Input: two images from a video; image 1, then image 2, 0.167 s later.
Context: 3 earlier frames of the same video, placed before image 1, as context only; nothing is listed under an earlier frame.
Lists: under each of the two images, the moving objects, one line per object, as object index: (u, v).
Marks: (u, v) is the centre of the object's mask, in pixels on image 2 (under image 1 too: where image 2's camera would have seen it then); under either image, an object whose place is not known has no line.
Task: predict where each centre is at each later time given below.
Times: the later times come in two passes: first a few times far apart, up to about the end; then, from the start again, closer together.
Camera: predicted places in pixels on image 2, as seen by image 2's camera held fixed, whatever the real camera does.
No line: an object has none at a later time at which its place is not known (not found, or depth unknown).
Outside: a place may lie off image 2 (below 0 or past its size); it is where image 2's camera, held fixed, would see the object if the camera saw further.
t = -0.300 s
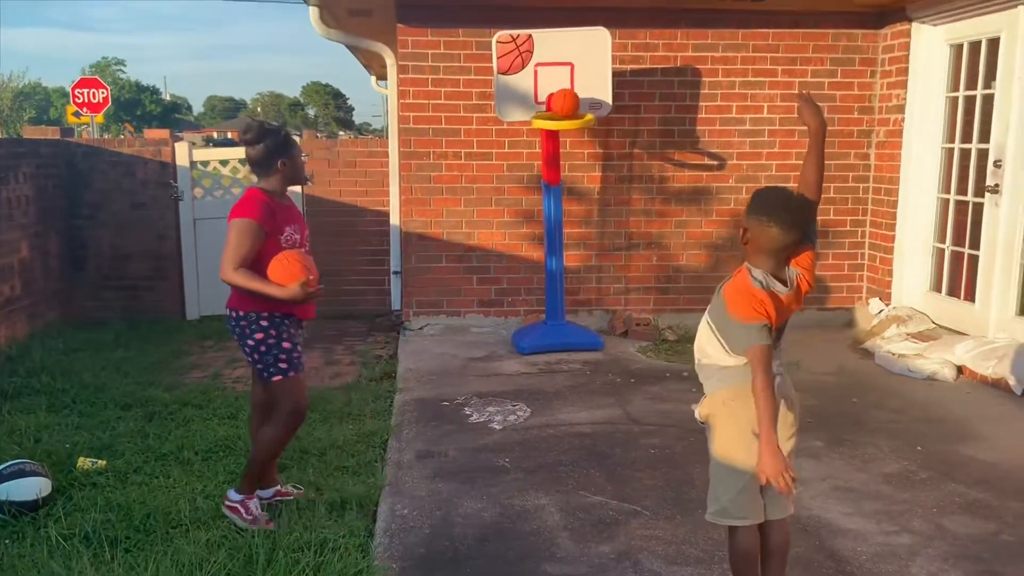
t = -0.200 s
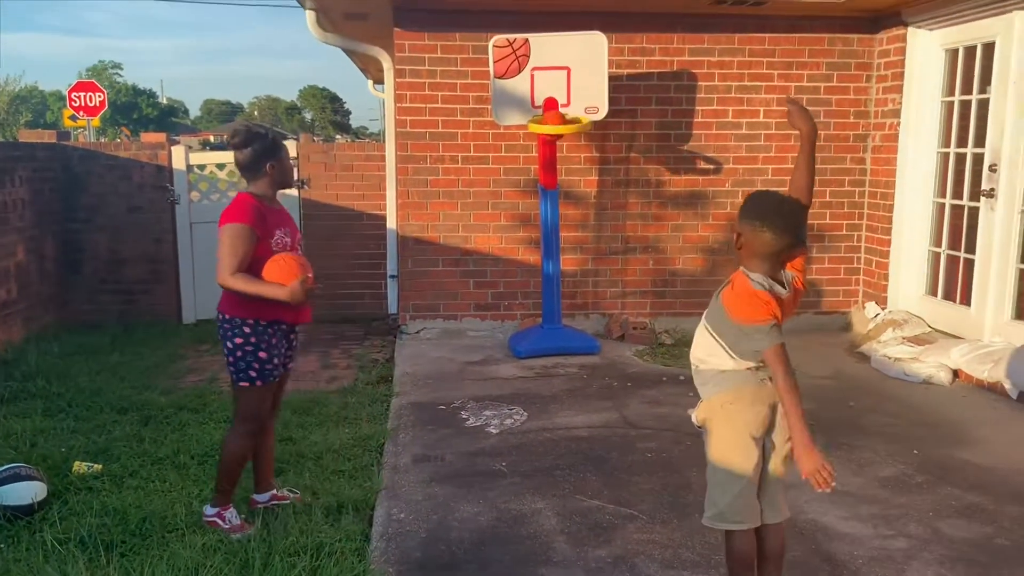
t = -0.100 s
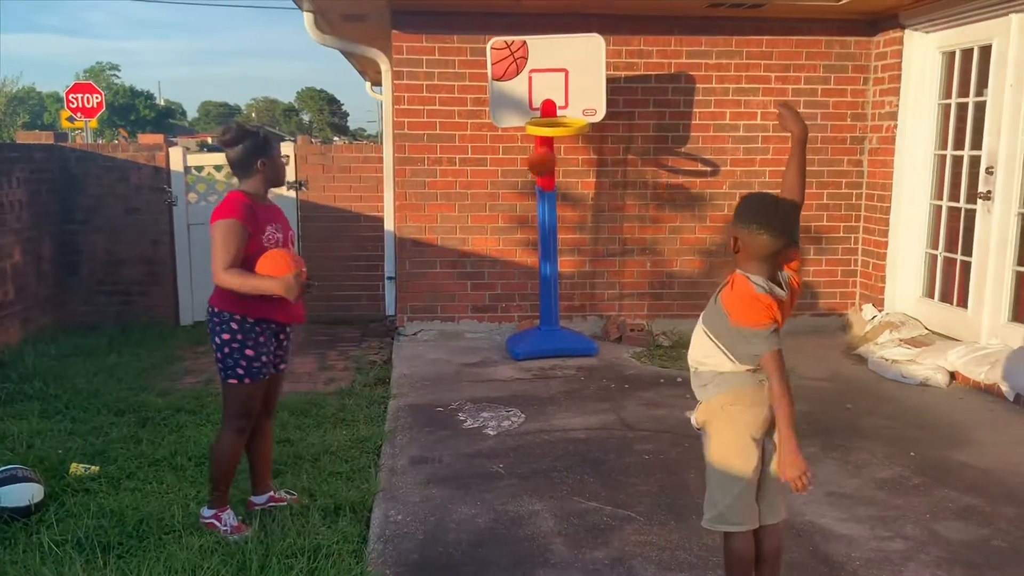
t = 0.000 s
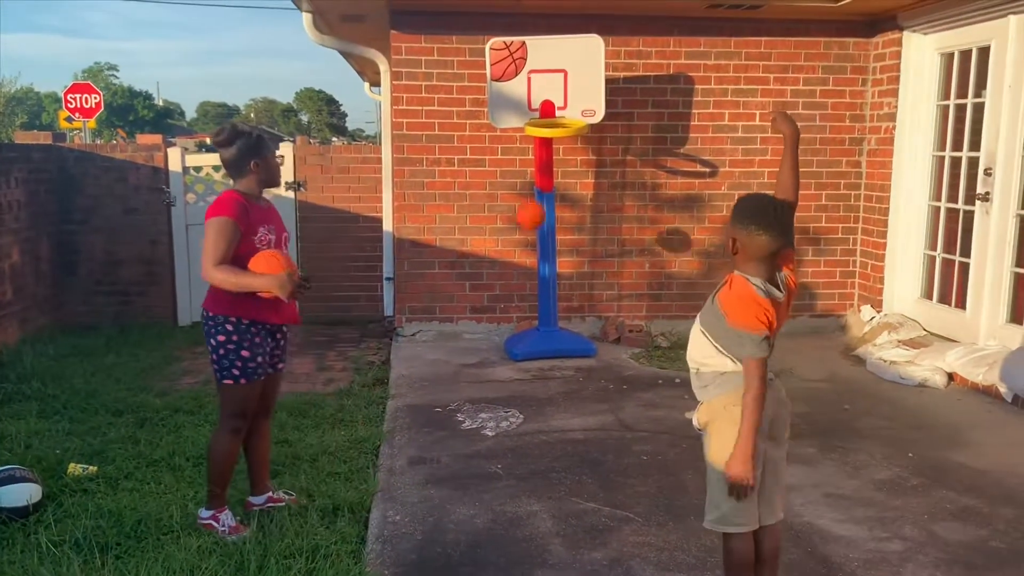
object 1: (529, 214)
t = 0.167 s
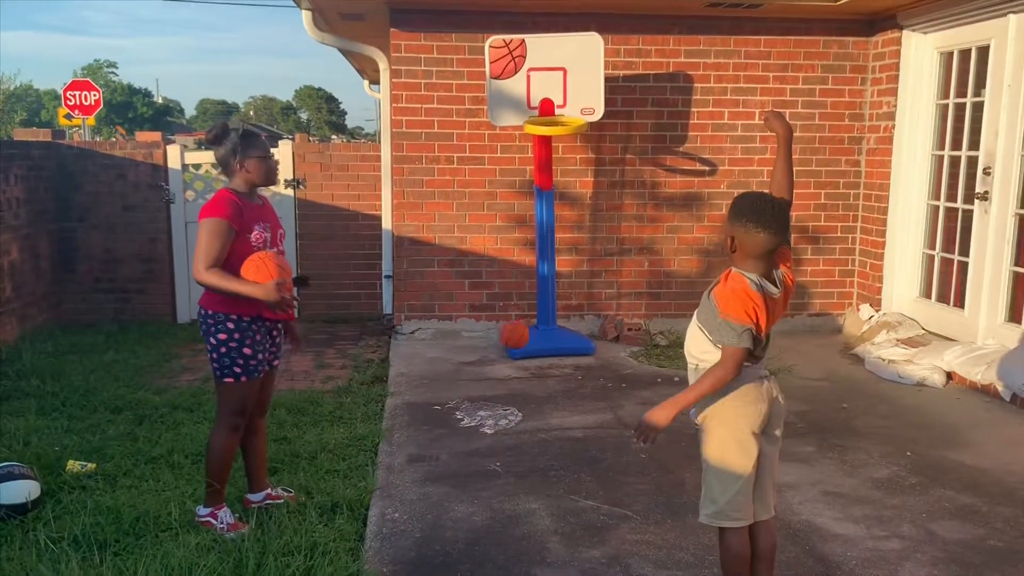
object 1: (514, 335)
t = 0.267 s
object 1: (505, 330)
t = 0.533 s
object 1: (478, 207)
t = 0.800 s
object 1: (449, 201)
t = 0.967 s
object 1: (430, 262)
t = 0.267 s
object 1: (505, 330)
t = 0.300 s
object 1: (502, 308)
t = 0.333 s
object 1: (500, 288)
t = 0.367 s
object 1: (495, 271)
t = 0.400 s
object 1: (492, 254)
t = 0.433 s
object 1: (489, 240)
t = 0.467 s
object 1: (486, 228)
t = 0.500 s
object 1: (481, 216)
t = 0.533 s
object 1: (478, 207)
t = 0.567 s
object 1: (475, 200)
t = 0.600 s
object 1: (471, 194)
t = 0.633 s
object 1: (467, 190)
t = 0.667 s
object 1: (464, 188)
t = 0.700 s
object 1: (460, 189)
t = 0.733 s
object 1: (456, 191)
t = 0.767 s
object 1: (453, 194)
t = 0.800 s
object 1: (449, 201)
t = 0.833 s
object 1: (445, 210)
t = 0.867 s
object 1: (441, 219)
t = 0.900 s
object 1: (437, 231)
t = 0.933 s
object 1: (434, 246)
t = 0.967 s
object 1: (430, 262)
